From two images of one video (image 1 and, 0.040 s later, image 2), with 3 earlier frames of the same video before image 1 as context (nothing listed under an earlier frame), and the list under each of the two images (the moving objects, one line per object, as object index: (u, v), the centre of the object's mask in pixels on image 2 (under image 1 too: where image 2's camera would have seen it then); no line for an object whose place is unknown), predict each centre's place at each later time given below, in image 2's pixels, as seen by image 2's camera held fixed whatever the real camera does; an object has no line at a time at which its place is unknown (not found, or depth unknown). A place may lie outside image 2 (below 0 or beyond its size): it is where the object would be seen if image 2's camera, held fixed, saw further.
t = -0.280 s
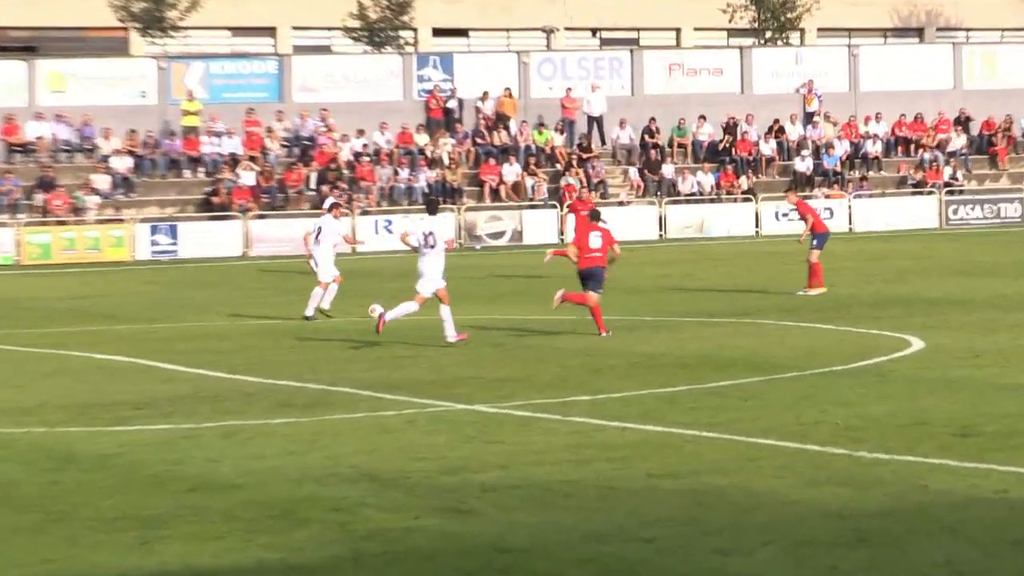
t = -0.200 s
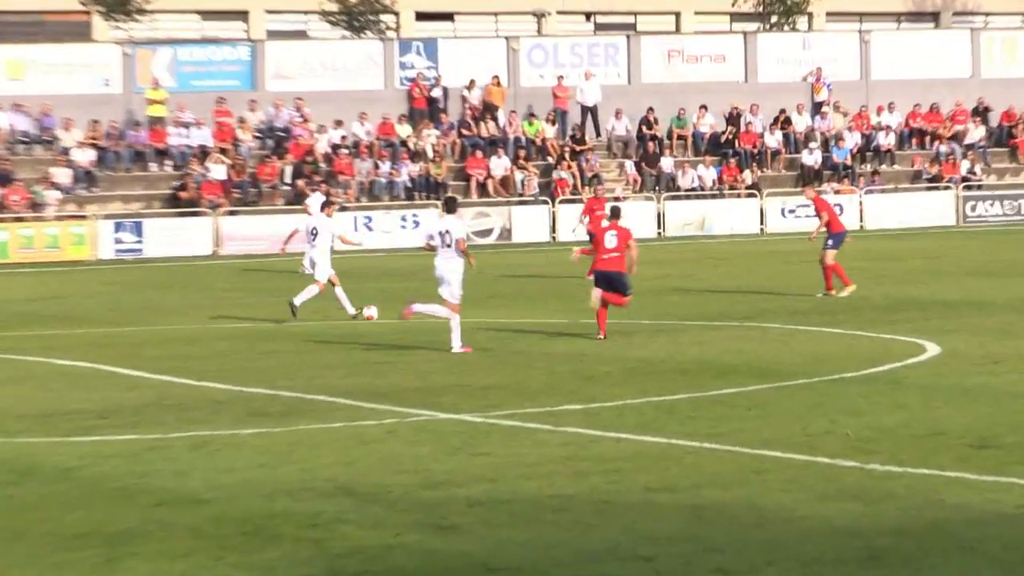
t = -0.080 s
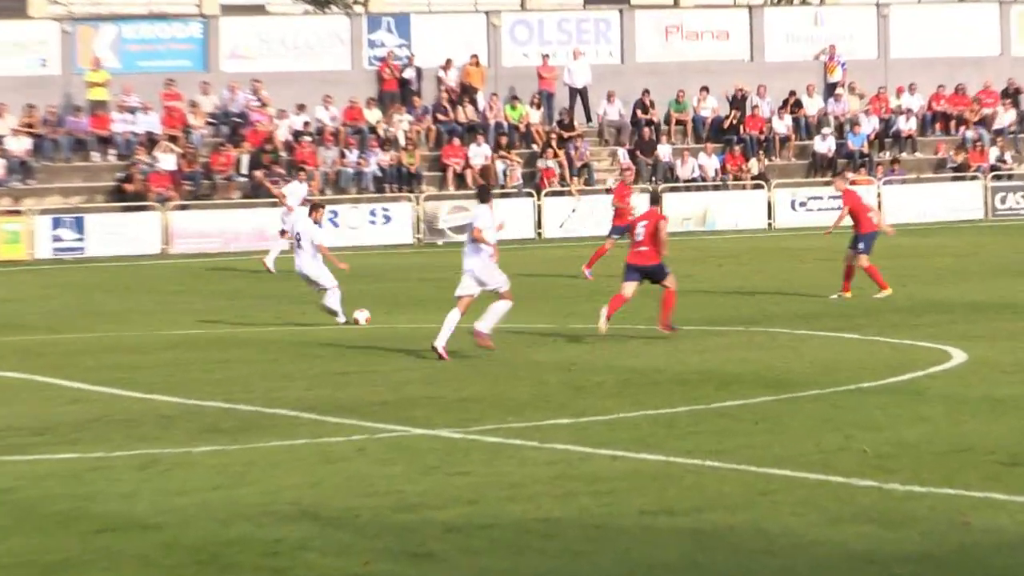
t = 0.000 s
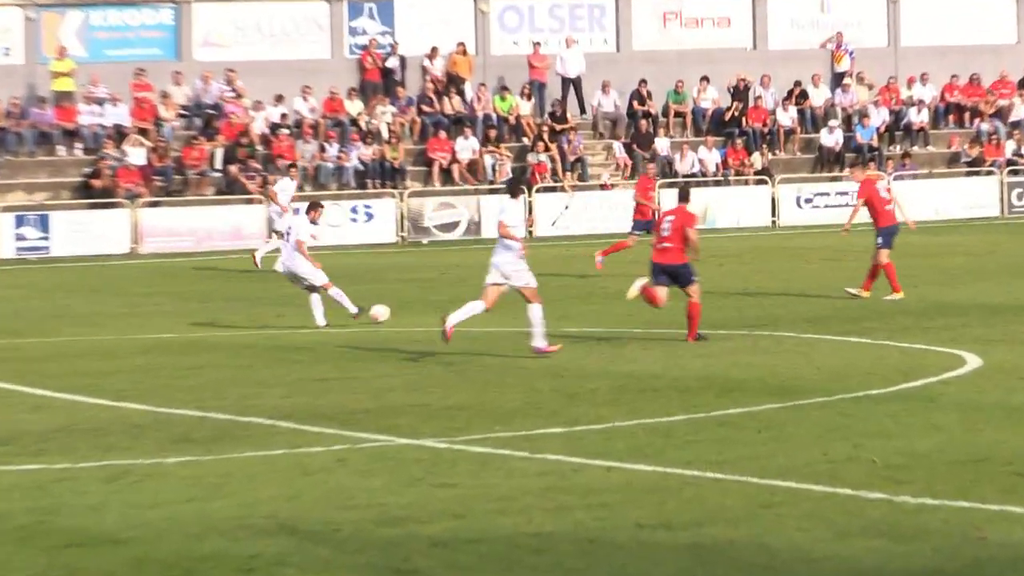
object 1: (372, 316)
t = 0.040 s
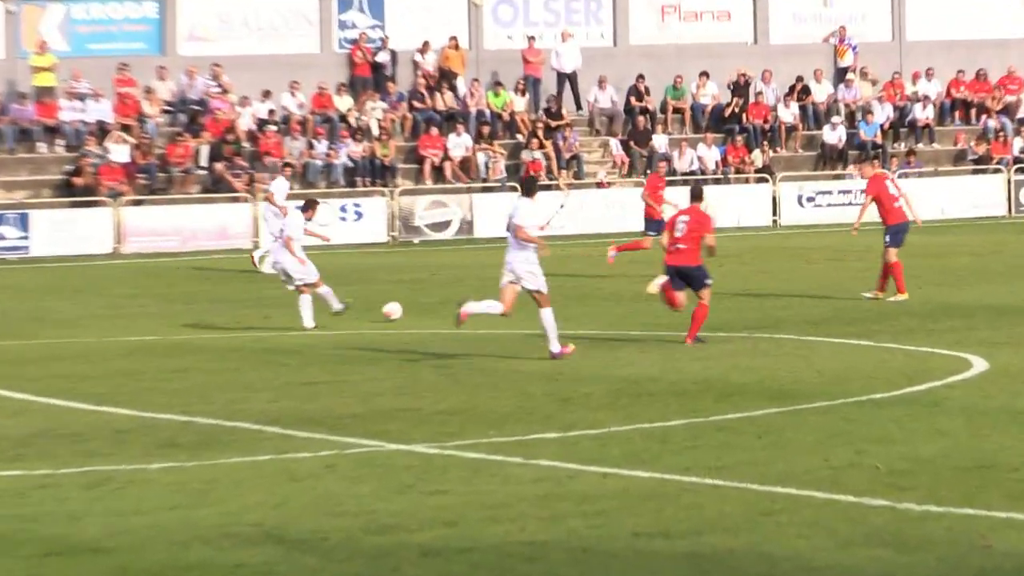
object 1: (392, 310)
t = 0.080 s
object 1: (409, 309)
